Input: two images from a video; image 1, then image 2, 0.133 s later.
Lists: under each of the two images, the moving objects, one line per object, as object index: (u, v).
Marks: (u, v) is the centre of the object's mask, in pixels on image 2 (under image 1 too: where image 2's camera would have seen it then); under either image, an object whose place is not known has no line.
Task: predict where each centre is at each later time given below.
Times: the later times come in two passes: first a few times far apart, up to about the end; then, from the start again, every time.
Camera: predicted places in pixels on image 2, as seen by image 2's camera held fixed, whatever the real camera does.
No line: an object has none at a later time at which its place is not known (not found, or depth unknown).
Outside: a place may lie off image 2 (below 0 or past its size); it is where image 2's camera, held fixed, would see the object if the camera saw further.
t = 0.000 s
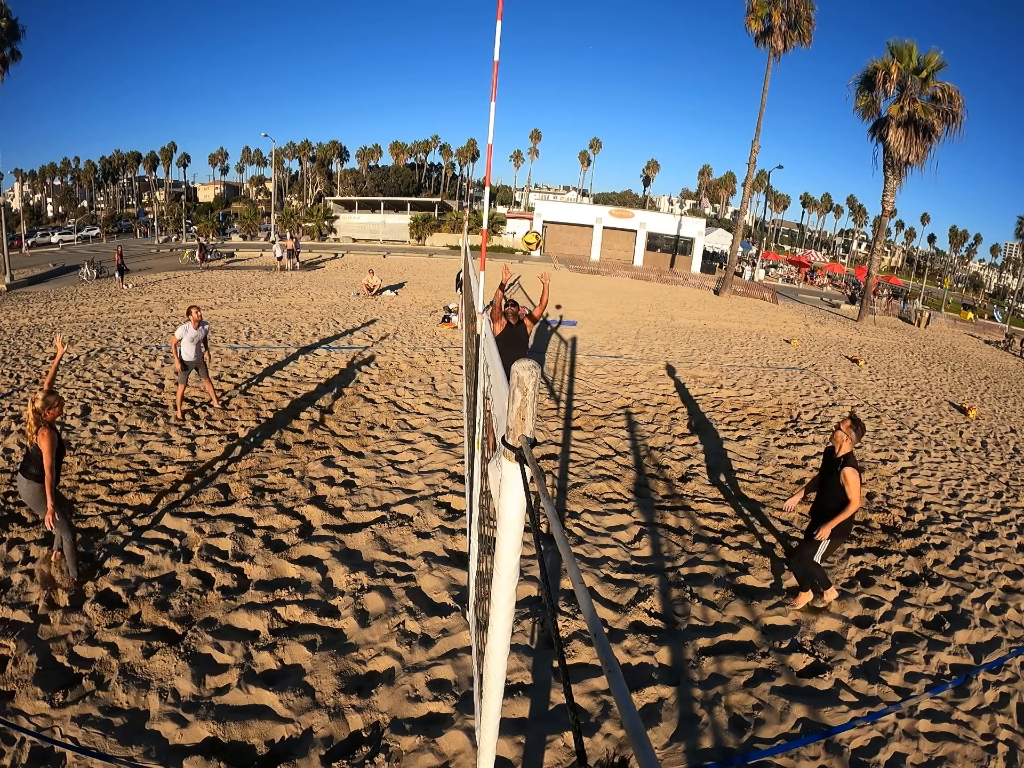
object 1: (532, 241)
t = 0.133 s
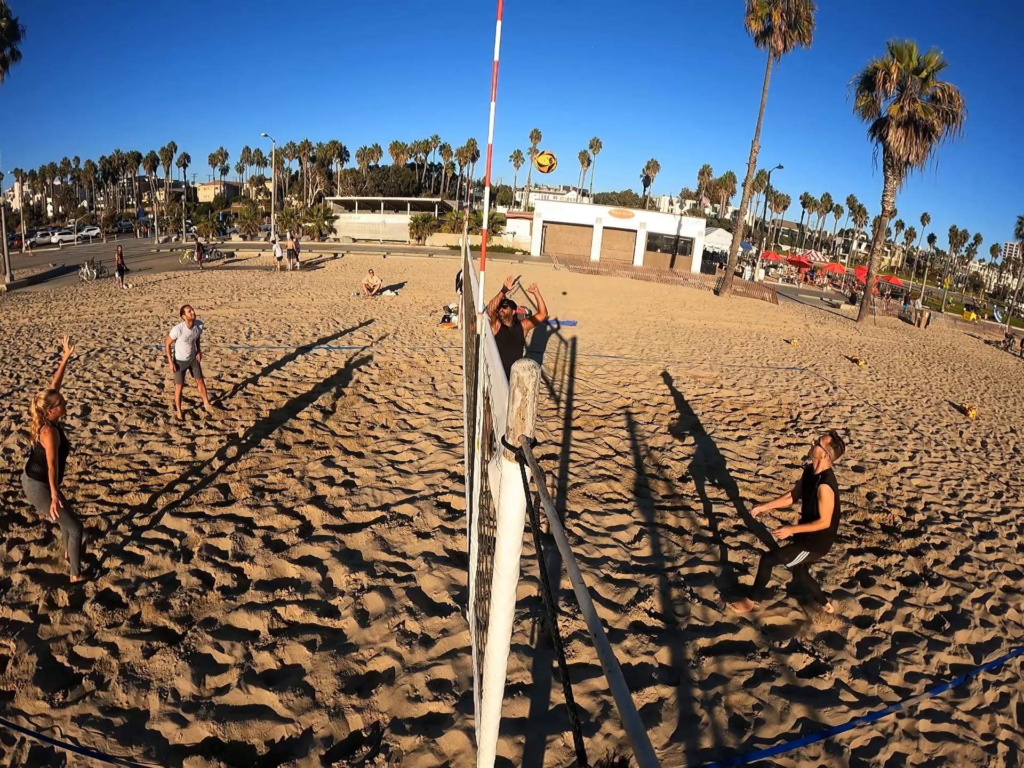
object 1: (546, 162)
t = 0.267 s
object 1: (558, 98)
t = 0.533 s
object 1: (579, 22)
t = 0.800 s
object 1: (597, 23)
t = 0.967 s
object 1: (607, 69)
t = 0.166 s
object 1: (549, 144)
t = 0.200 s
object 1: (552, 128)
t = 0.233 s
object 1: (555, 112)
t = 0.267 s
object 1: (558, 98)
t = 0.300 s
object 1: (561, 84)
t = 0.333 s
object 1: (564, 72)
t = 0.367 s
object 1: (566, 61)
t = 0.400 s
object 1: (569, 51)
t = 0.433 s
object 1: (572, 42)
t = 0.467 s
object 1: (574, 34)
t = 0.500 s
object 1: (577, 28)
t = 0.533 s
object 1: (579, 22)
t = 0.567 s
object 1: (582, 18)
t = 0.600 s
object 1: (584, 15)
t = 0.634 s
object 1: (586, 13)
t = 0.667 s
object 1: (589, 12)
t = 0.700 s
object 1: (591, 13)
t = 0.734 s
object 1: (593, 15)
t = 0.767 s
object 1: (595, 18)
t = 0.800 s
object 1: (597, 23)
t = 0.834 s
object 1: (599, 29)
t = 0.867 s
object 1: (601, 36)
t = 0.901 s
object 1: (603, 46)
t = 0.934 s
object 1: (605, 57)
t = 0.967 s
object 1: (607, 69)
